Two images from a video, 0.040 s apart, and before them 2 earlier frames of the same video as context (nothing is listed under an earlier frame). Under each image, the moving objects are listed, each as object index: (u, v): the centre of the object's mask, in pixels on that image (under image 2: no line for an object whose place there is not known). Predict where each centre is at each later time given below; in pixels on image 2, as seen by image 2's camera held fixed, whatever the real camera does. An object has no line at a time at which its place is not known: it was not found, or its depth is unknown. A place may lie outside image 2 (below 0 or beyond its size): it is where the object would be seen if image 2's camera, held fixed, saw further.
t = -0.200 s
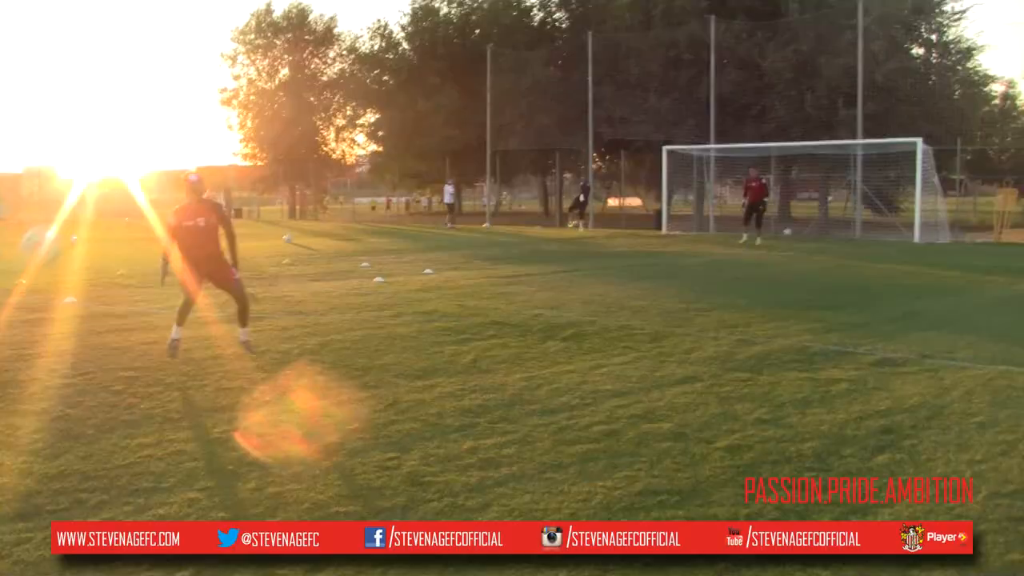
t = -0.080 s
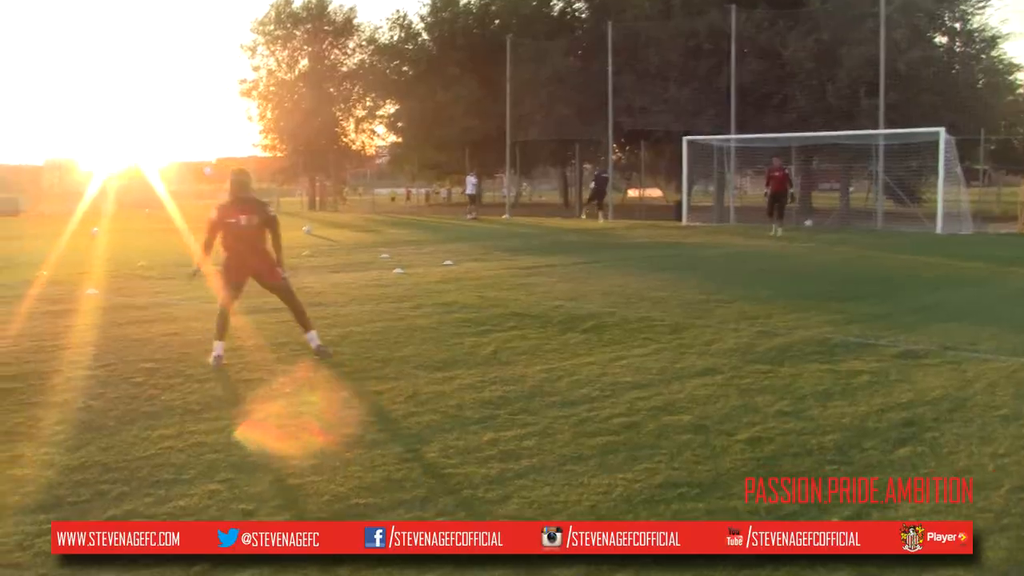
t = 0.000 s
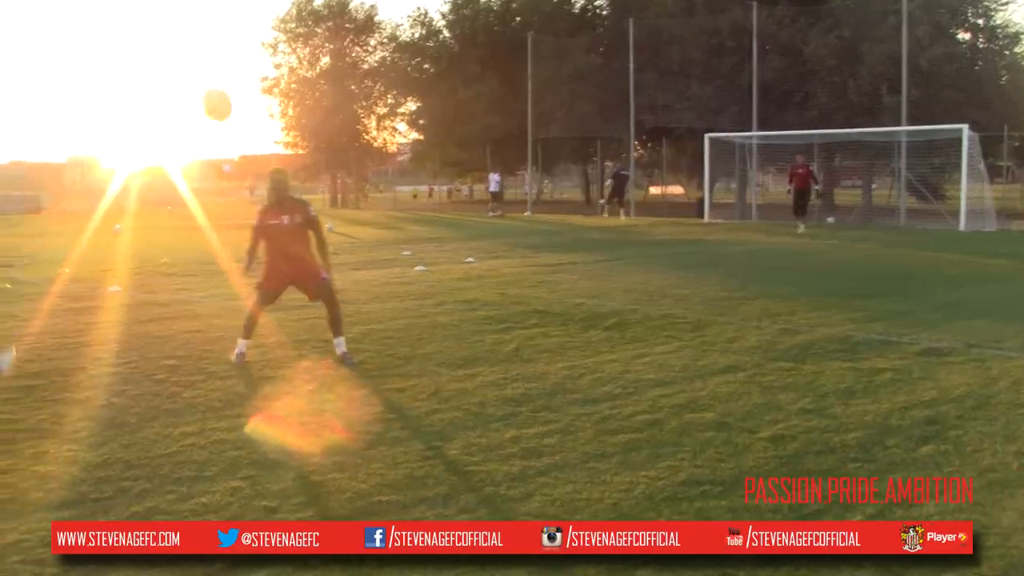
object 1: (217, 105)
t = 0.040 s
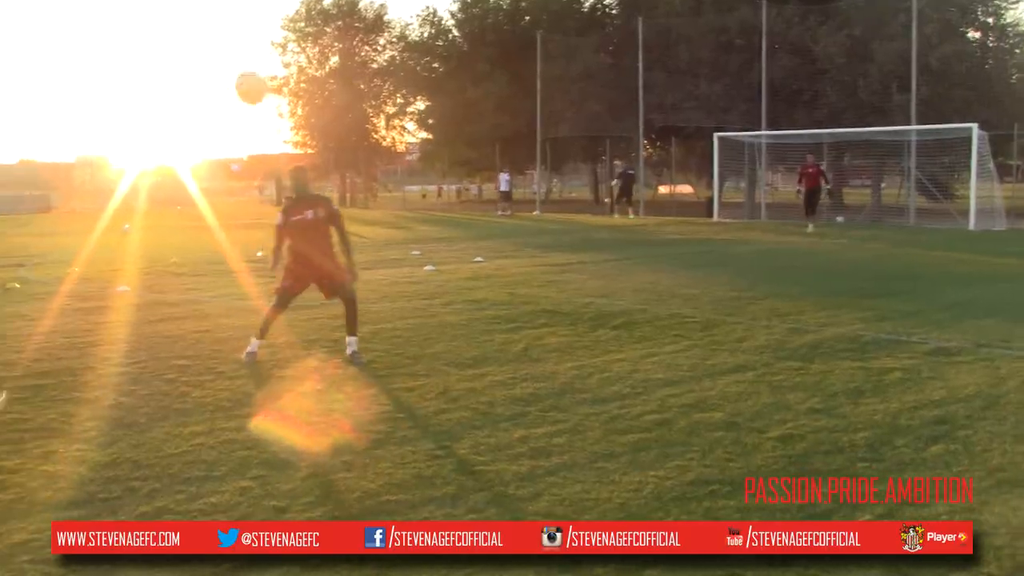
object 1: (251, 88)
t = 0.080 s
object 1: (275, 74)
